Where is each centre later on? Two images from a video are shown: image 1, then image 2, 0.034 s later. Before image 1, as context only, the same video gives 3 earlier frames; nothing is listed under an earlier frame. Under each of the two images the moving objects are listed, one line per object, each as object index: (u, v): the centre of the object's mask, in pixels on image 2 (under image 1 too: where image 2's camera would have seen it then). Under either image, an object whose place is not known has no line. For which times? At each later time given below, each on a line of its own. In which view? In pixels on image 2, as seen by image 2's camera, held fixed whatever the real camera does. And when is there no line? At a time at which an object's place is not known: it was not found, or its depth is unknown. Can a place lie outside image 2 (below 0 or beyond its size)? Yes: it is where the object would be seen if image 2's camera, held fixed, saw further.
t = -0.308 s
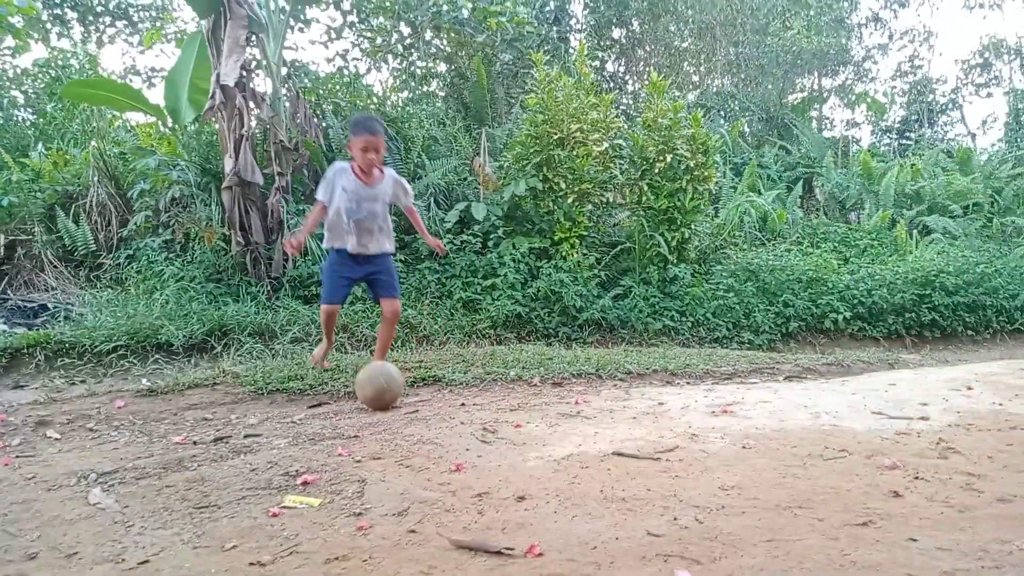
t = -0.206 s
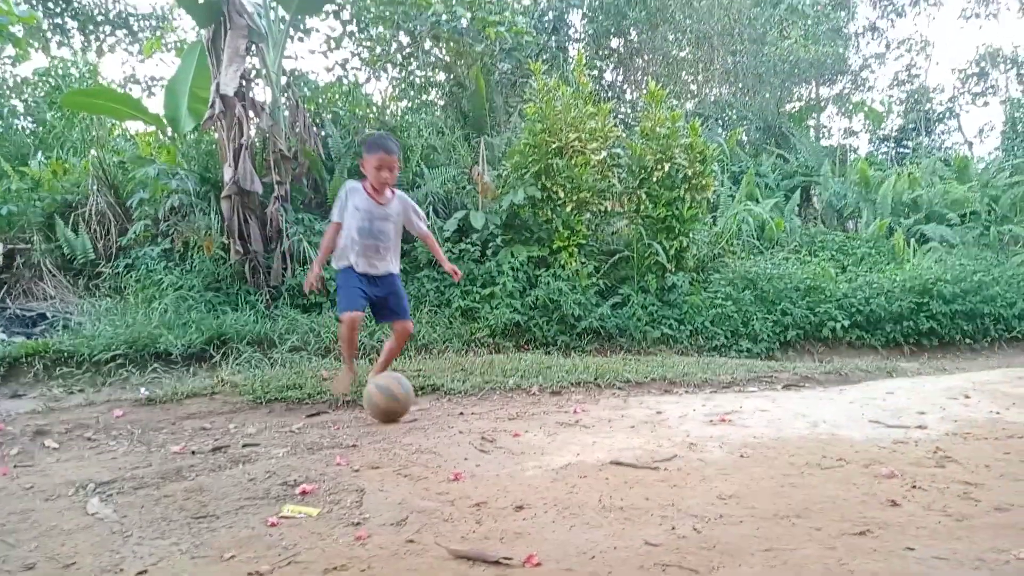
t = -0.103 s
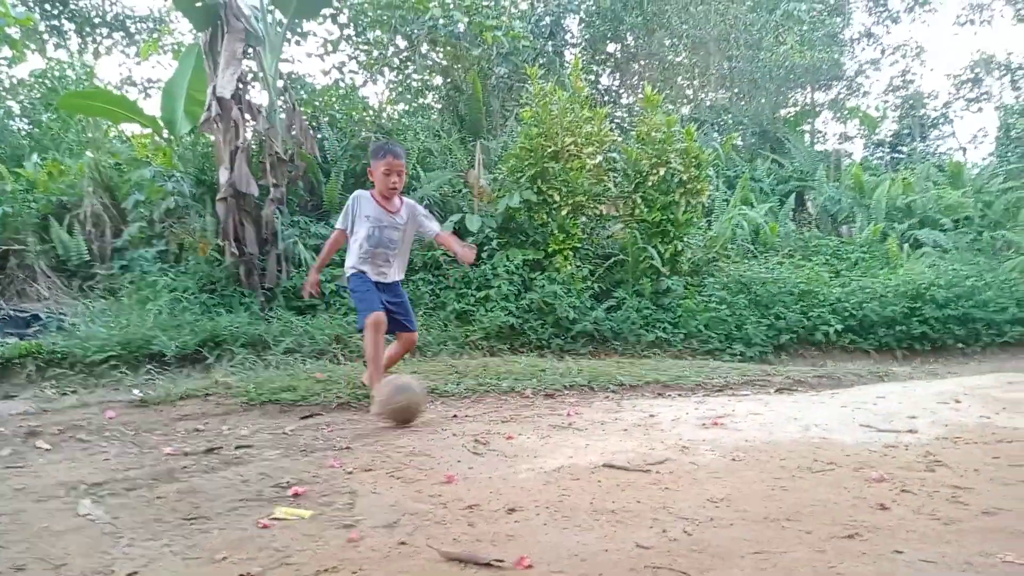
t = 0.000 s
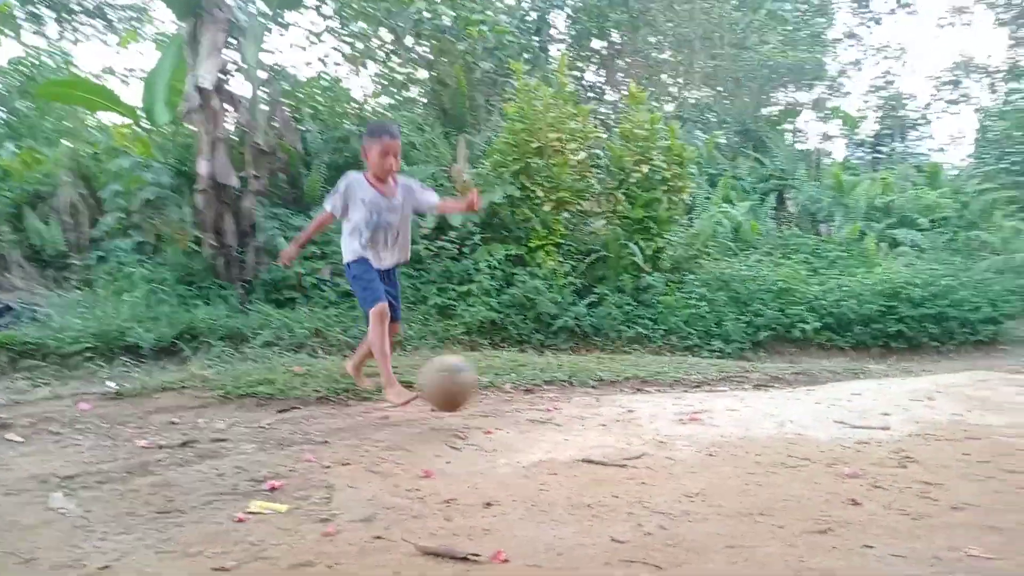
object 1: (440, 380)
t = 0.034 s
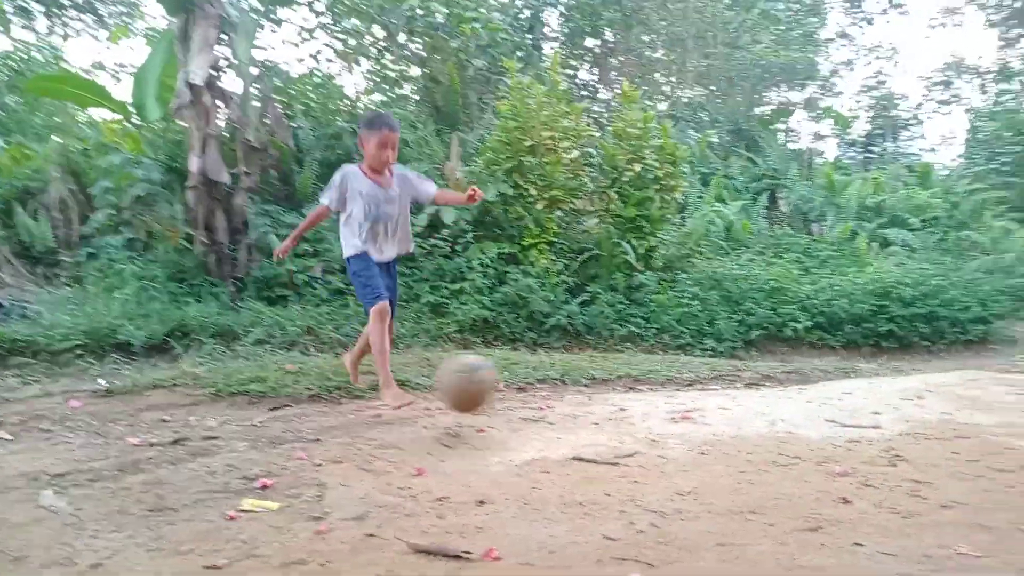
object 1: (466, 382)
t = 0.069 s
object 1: (497, 386)
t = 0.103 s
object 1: (526, 395)
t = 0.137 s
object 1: (558, 409)
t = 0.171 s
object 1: (593, 425)
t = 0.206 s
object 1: (620, 422)
